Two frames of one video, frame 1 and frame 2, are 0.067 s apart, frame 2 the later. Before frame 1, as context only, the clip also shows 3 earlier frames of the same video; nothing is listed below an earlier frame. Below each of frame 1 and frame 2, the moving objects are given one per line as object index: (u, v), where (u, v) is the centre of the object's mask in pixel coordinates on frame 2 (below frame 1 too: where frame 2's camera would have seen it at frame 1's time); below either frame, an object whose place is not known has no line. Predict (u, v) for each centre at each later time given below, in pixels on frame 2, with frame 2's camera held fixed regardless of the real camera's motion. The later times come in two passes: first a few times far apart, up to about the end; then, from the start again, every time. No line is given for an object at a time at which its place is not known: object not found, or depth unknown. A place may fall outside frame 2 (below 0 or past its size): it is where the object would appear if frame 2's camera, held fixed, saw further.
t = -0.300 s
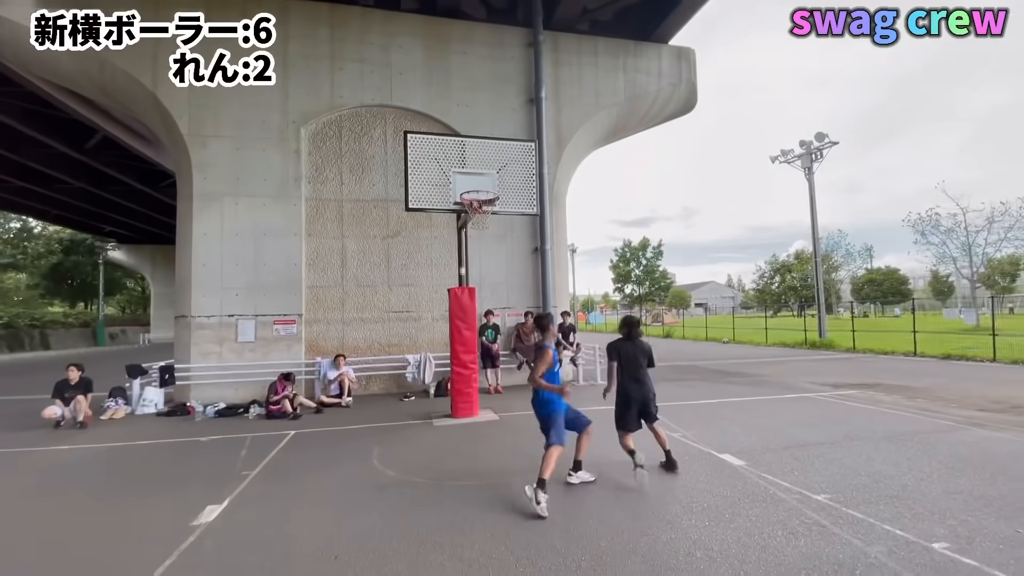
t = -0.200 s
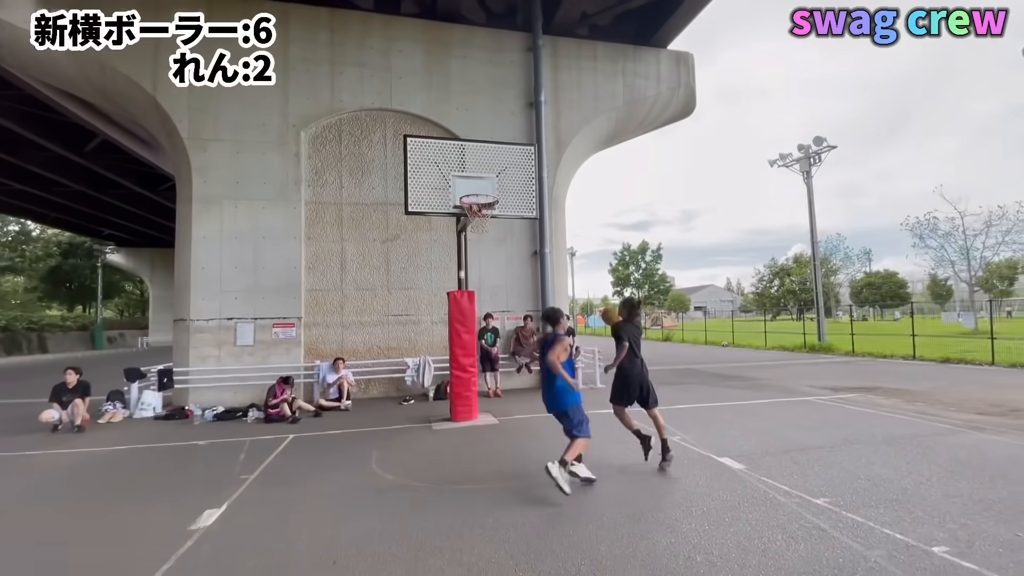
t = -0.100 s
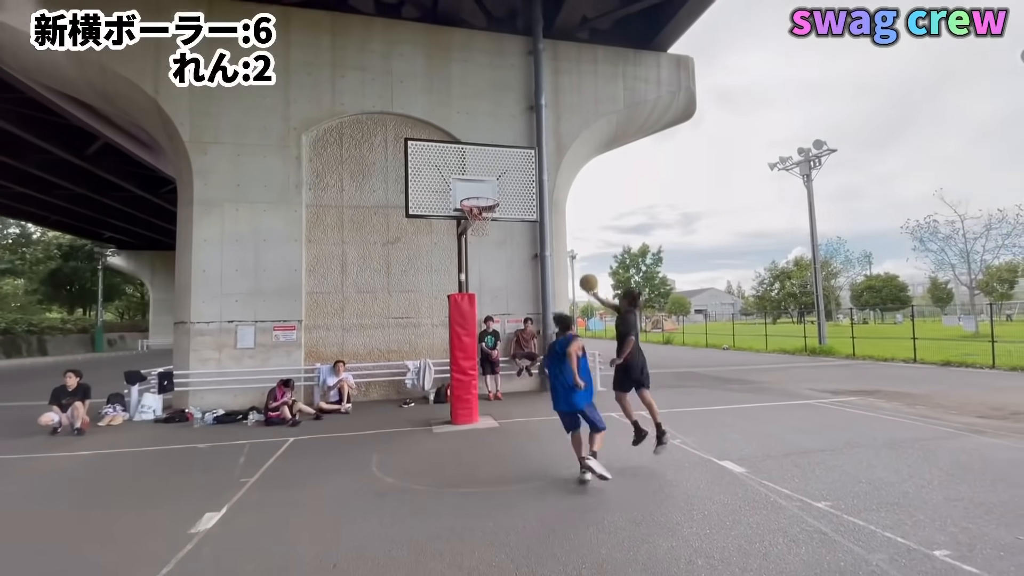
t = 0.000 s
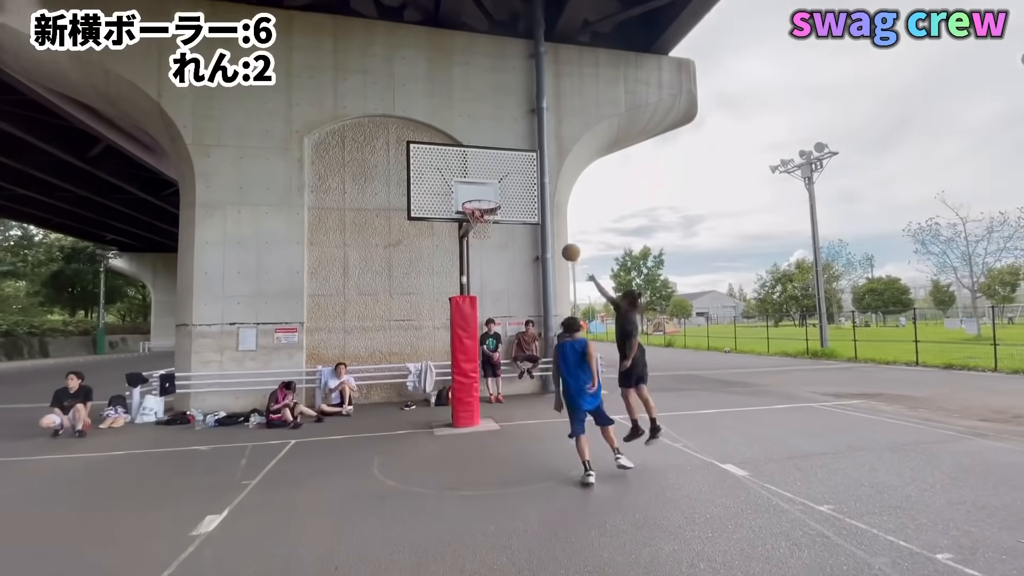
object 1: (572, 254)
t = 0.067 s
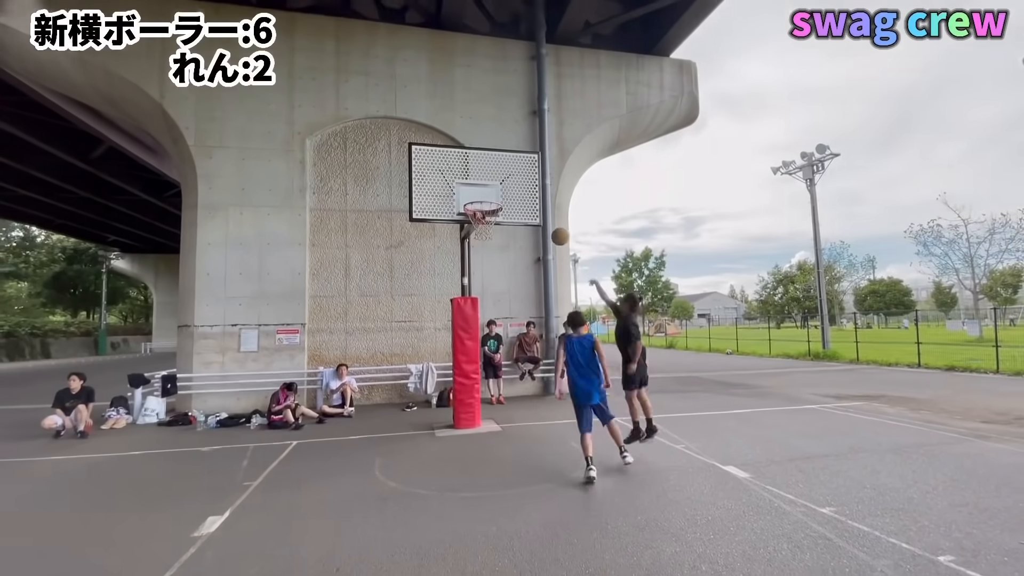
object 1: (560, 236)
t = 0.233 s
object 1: (532, 209)
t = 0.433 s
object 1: (510, 196)
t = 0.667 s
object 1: (502, 192)
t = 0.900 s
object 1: (503, 193)
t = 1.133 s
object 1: (506, 194)
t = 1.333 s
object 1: (516, 202)
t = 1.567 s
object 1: (528, 253)
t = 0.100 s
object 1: (554, 229)
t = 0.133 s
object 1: (548, 223)
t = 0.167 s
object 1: (543, 217)
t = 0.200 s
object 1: (538, 212)
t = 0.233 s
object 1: (532, 209)
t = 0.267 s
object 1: (527, 206)
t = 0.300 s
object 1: (521, 204)
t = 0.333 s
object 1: (517, 202)
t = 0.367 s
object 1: (515, 199)
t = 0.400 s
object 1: (513, 197)
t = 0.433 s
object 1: (510, 196)
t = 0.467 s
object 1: (509, 195)
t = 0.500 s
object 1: (507, 195)
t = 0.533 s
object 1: (505, 196)
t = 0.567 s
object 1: (503, 198)
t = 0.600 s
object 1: (503, 196)
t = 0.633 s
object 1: (502, 194)
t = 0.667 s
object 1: (502, 192)
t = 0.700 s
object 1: (502, 191)
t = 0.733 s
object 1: (502, 191)
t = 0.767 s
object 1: (502, 191)
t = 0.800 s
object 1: (502, 192)
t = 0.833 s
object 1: (503, 193)
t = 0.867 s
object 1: (503, 194)
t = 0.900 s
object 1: (503, 193)
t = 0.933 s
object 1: (503, 192)
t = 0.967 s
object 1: (503, 192)
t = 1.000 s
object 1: (504, 192)
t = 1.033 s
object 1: (504, 192)
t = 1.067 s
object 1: (504, 193)
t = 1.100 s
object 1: (504, 195)
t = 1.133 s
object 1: (506, 194)
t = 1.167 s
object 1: (508, 193)
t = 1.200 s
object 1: (509, 193)
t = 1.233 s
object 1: (510, 194)
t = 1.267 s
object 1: (512, 196)
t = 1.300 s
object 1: (514, 199)
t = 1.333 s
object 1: (516, 202)
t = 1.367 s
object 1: (517, 207)
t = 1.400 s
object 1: (519, 212)
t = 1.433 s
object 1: (521, 219)
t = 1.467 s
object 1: (523, 226)
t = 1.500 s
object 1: (525, 234)
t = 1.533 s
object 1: (527, 243)
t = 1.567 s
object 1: (528, 253)
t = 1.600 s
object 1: (530, 264)
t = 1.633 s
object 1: (532, 276)
